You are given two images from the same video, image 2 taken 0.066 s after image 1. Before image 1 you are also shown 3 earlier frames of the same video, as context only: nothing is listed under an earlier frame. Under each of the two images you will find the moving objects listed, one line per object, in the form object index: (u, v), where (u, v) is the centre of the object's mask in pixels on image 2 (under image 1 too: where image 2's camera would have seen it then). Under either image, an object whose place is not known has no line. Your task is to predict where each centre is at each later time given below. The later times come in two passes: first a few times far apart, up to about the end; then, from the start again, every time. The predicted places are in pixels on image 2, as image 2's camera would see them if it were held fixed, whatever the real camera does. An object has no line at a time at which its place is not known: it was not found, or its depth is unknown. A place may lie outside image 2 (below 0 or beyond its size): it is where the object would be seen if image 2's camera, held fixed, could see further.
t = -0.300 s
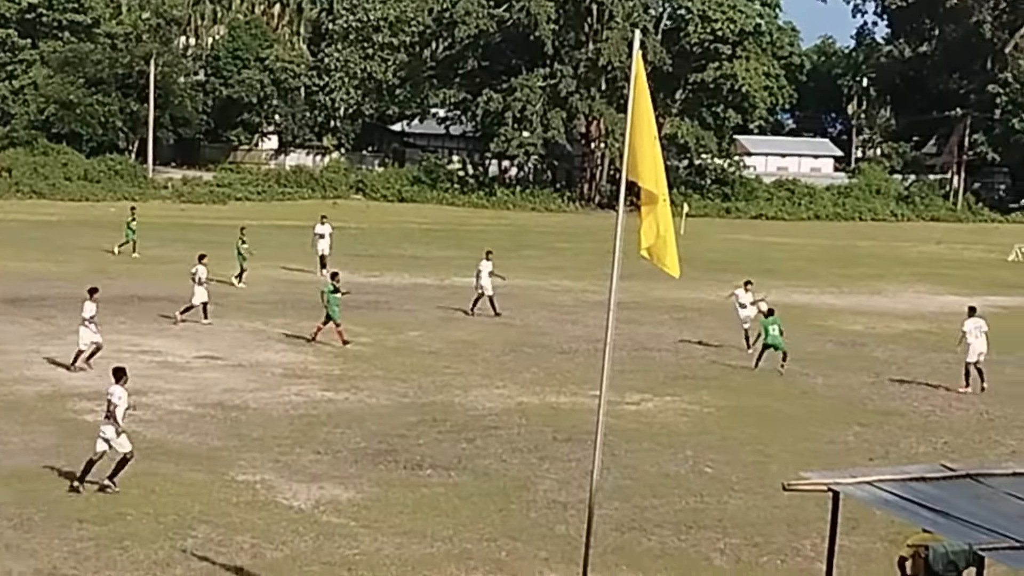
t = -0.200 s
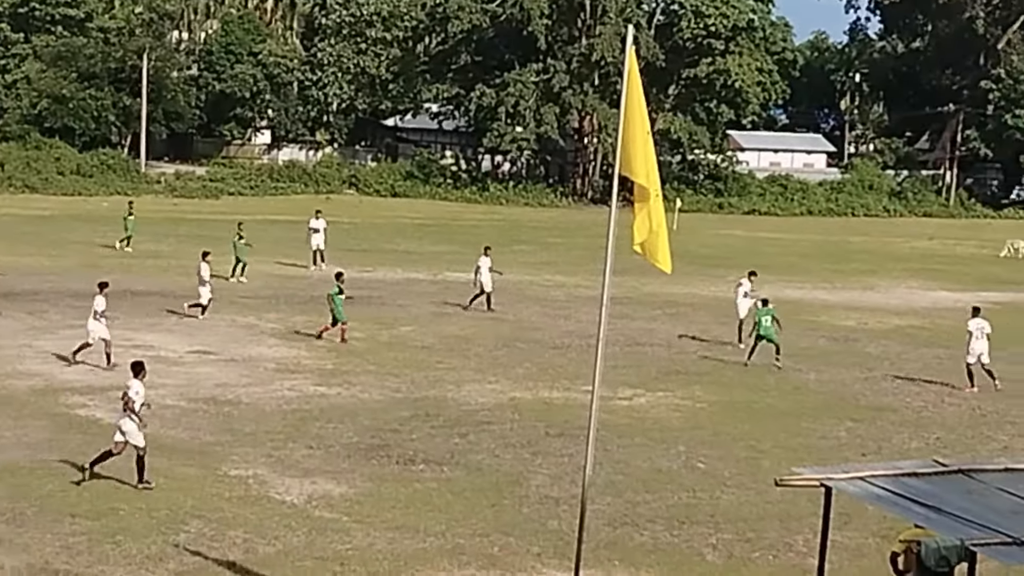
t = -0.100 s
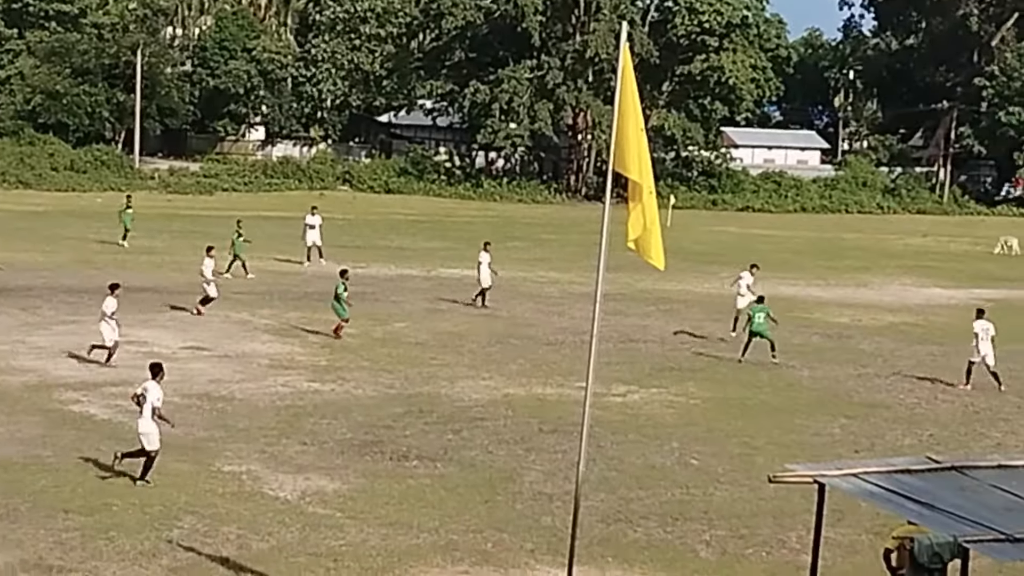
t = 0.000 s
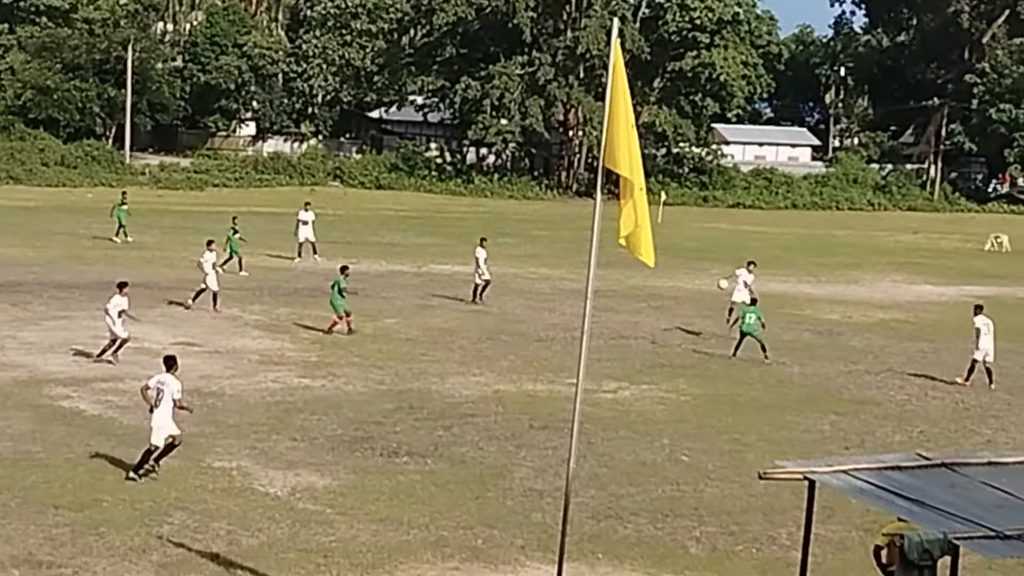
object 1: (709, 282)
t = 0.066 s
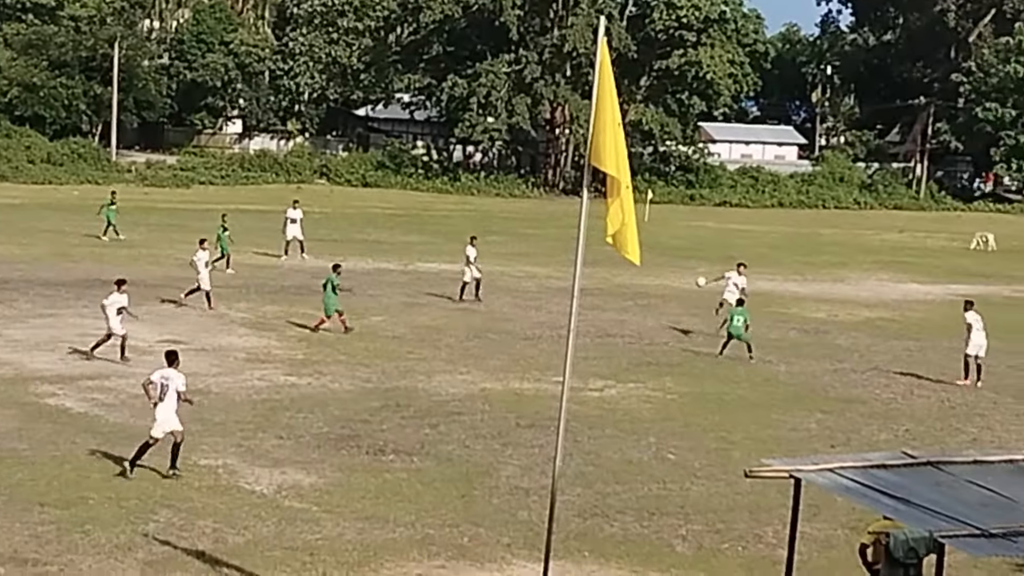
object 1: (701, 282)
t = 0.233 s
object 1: (681, 291)
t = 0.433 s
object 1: (654, 322)
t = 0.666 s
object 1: (622, 377)
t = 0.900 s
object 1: (612, 338)
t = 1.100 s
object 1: (602, 331)
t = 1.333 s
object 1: (588, 353)
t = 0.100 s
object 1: (697, 282)
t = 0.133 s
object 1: (693, 283)
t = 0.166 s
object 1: (689, 285)
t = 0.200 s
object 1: (685, 288)
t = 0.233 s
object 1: (681, 291)
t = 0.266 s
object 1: (676, 294)
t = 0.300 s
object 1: (672, 298)
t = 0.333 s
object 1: (668, 303)
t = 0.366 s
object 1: (663, 308)
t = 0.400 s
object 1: (659, 315)
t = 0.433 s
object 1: (654, 322)
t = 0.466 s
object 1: (649, 330)
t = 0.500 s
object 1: (645, 338)
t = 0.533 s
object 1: (640, 347)
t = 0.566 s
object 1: (635, 357)
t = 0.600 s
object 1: (630, 368)
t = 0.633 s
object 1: (625, 379)
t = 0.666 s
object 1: (622, 377)
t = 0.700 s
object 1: (621, 369)
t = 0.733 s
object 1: (620, 363)
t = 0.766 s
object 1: (618, 357)
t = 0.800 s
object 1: (616, 351)
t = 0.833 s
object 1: (615, 347)
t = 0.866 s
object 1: (613, 342)
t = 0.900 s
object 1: (612, 338)
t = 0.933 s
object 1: (611, 335)
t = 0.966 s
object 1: (609, 333)
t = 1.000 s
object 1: (607, 332)
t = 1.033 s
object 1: (605, 331)
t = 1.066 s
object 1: (604, 330)
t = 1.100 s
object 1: (602, 331)
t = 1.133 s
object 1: (600, 332)
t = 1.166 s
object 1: (598, 333)
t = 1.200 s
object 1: (596, 336)
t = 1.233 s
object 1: (594, 339)
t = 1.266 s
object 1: (592, 343)
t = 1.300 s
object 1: (590, 347)
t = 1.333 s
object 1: (588, 353)
